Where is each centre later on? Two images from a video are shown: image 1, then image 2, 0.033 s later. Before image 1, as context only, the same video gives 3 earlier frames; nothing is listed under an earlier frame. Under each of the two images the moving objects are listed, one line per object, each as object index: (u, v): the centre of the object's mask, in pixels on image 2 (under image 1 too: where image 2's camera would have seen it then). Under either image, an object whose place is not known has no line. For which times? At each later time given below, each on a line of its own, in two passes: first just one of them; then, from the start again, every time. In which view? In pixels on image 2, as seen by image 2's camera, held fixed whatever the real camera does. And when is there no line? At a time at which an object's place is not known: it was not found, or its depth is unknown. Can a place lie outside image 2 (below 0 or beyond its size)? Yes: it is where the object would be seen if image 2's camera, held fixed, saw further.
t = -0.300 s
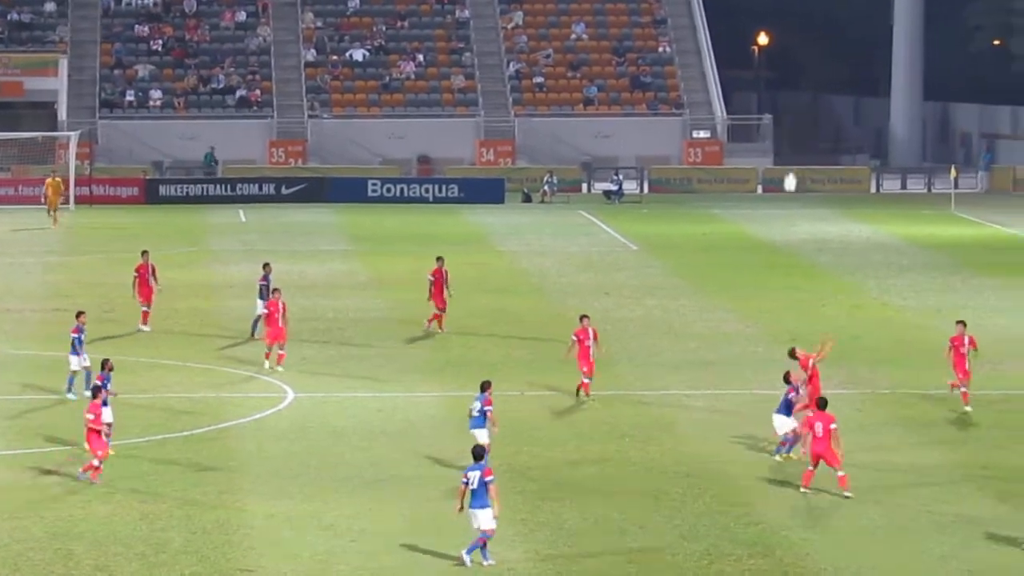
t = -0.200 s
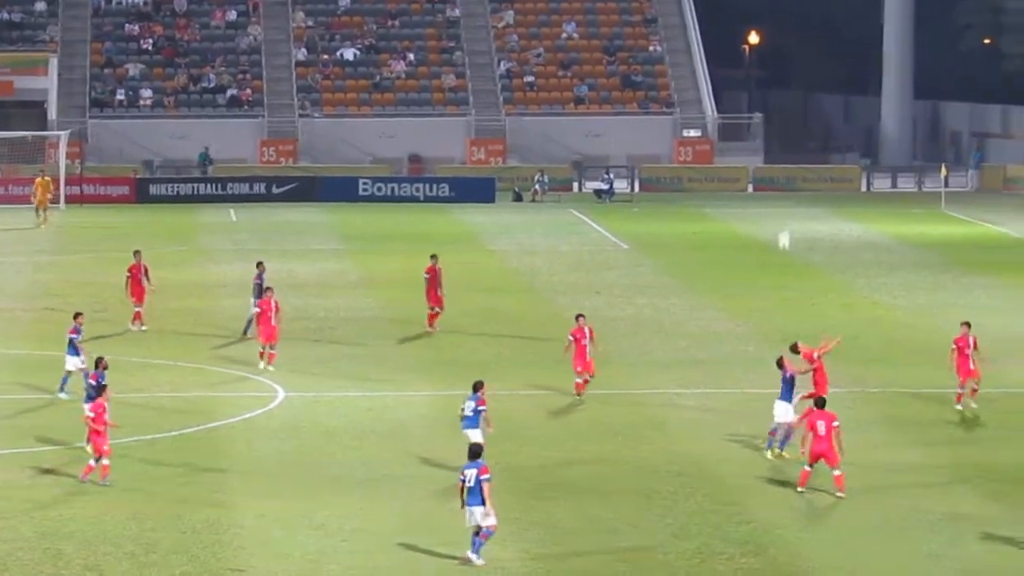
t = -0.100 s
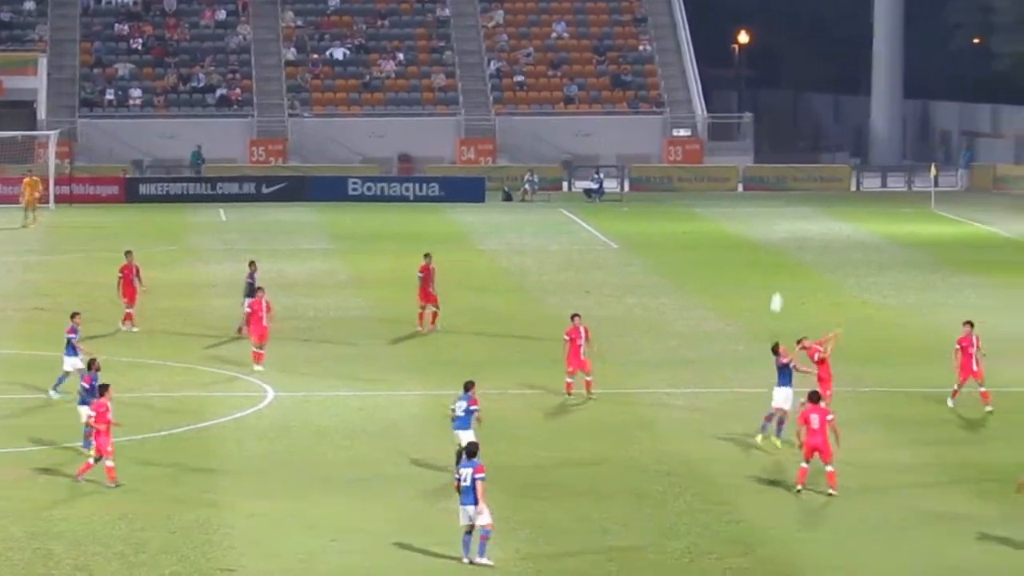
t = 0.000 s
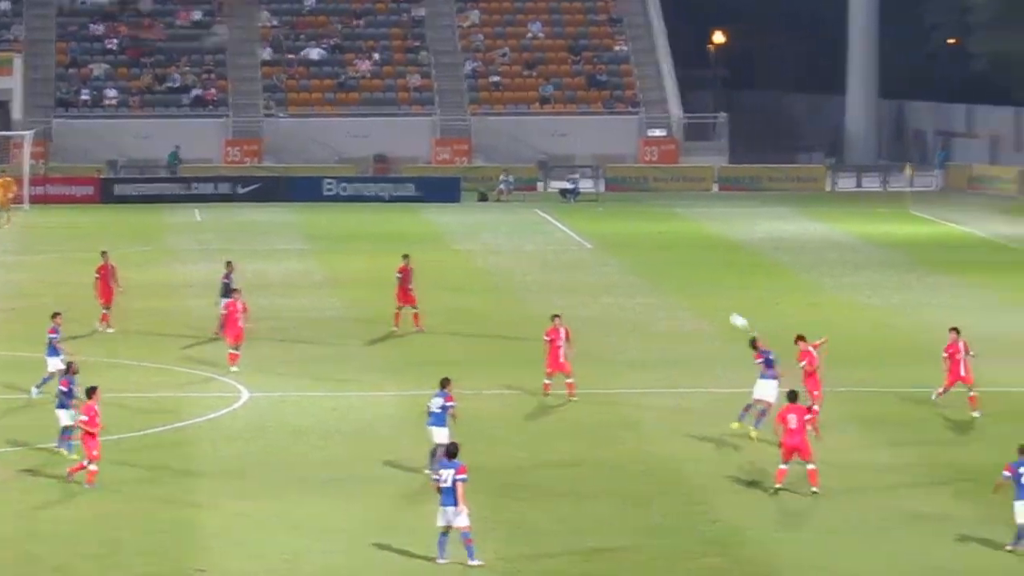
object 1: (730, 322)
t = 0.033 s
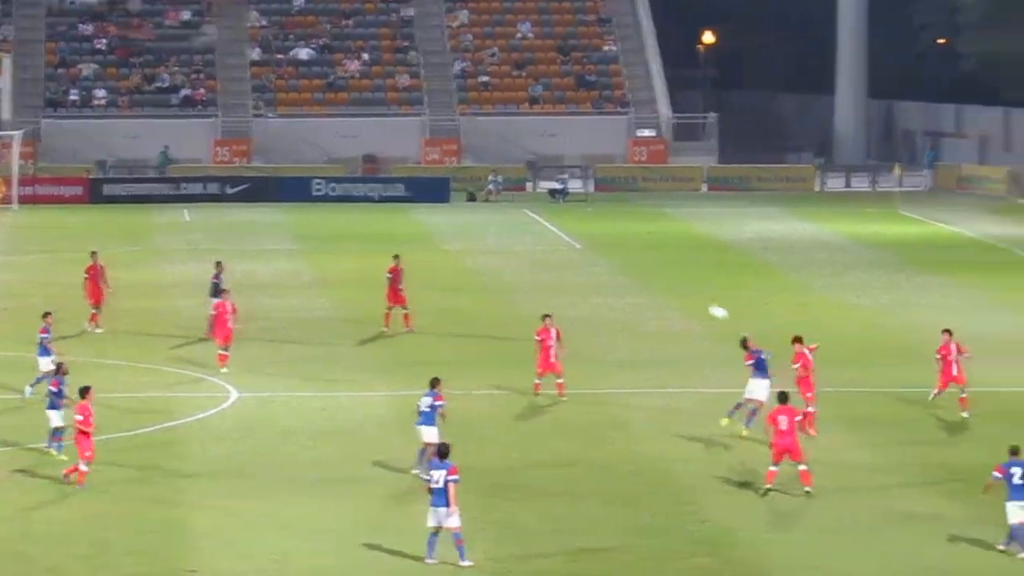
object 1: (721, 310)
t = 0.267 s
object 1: (653, 268)
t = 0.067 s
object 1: (714, 301)
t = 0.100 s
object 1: (704, 294)
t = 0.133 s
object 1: (691, 286)
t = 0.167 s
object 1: (681, 282)
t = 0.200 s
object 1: (673, 275)
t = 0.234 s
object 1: (664, 271)
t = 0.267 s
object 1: (653, 268)
